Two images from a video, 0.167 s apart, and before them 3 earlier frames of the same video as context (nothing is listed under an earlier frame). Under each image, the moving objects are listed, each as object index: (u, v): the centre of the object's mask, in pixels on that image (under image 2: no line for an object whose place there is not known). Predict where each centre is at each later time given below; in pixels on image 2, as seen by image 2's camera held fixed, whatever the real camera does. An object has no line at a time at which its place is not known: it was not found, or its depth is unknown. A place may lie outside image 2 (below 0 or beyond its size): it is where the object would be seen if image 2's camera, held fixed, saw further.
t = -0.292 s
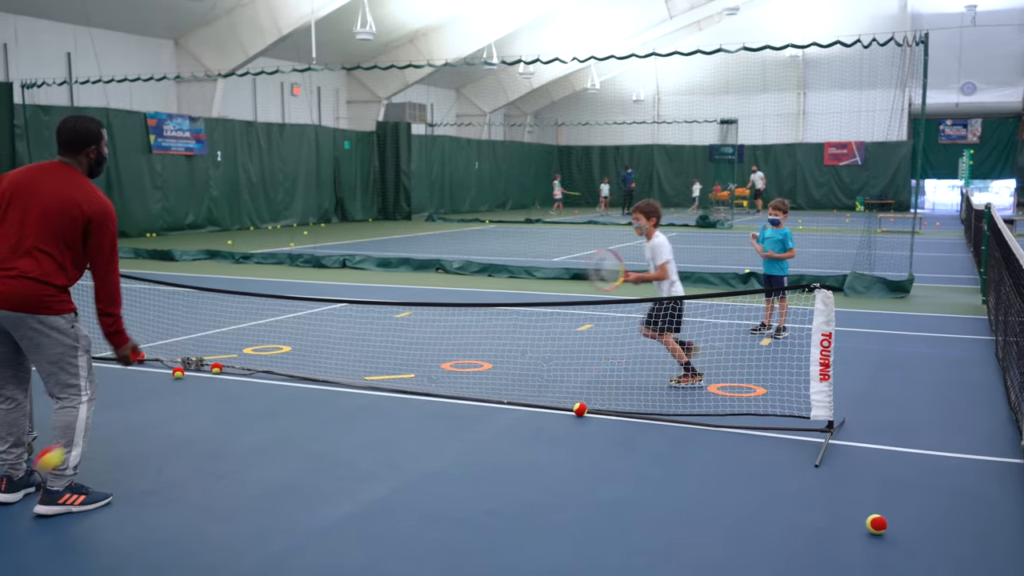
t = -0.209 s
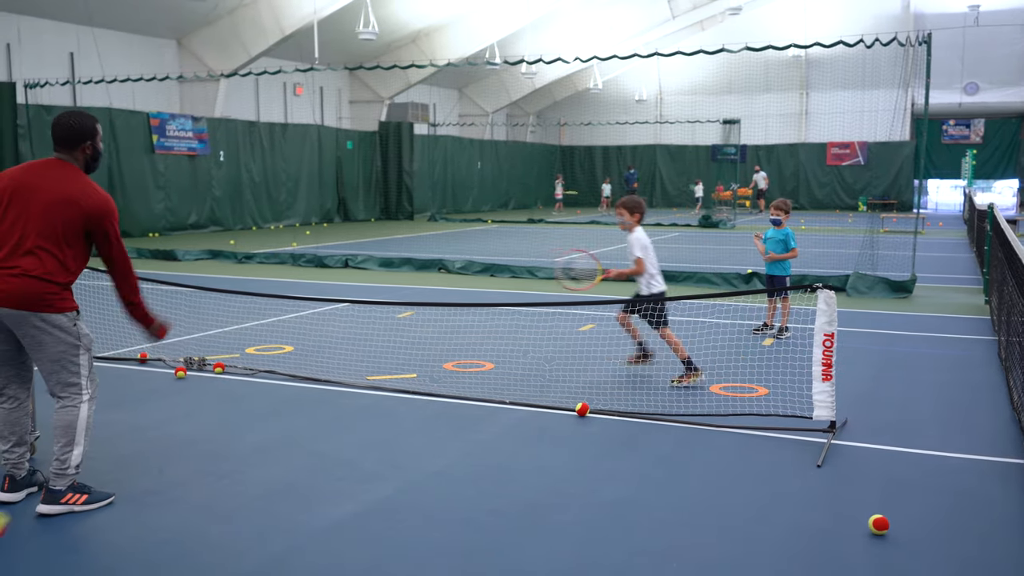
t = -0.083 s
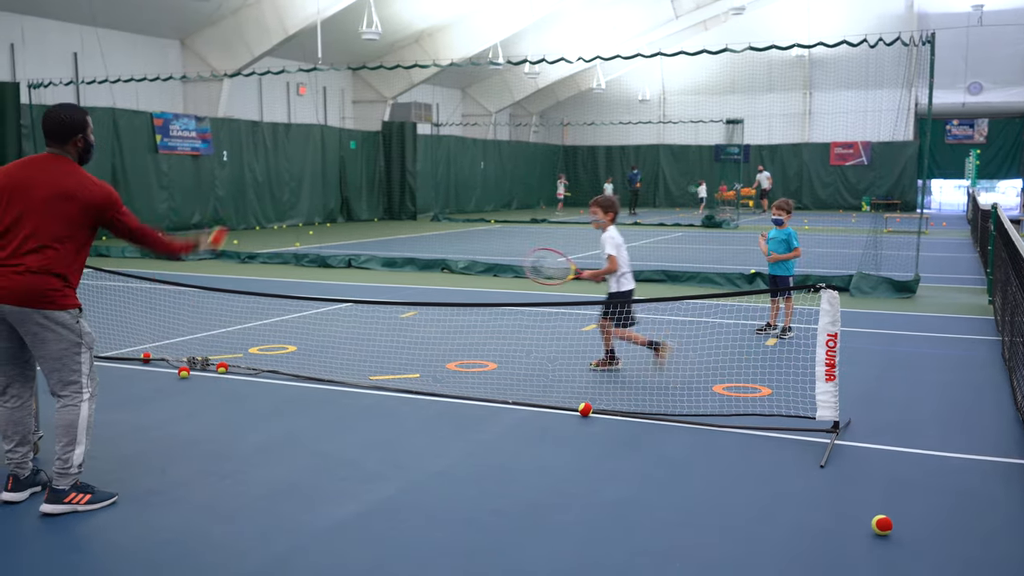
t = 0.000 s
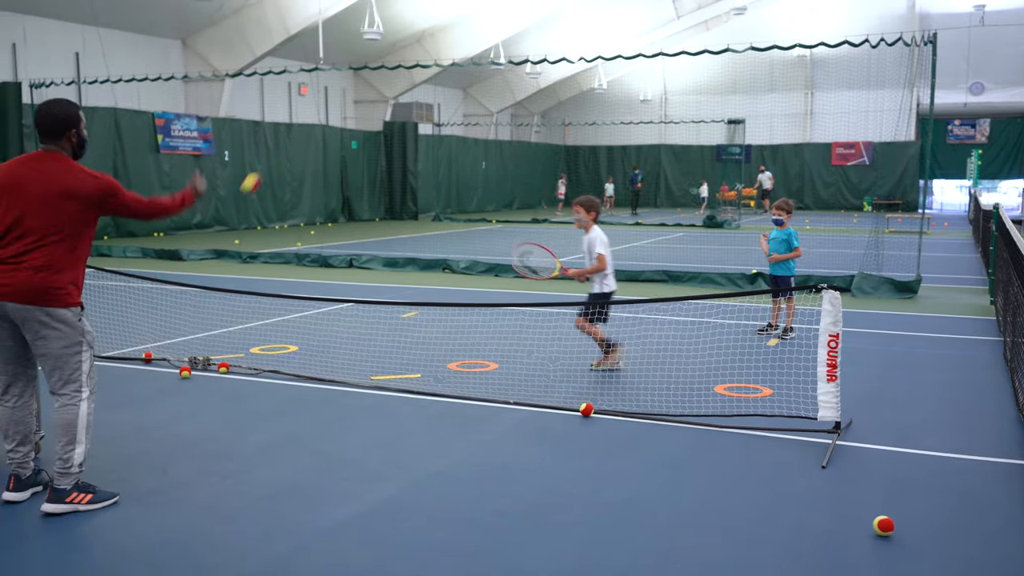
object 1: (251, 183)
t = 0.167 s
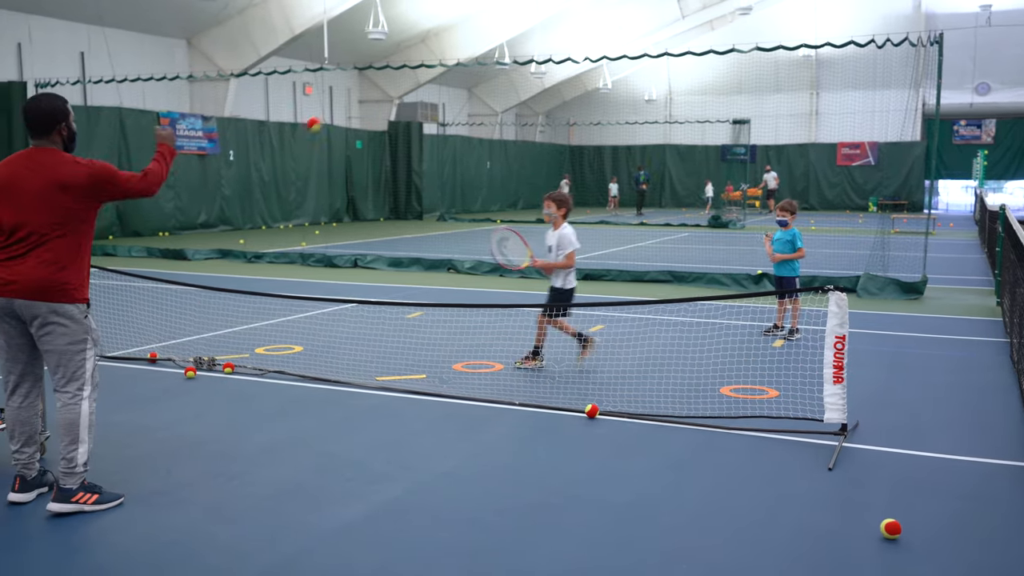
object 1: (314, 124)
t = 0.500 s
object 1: (403, 158)
